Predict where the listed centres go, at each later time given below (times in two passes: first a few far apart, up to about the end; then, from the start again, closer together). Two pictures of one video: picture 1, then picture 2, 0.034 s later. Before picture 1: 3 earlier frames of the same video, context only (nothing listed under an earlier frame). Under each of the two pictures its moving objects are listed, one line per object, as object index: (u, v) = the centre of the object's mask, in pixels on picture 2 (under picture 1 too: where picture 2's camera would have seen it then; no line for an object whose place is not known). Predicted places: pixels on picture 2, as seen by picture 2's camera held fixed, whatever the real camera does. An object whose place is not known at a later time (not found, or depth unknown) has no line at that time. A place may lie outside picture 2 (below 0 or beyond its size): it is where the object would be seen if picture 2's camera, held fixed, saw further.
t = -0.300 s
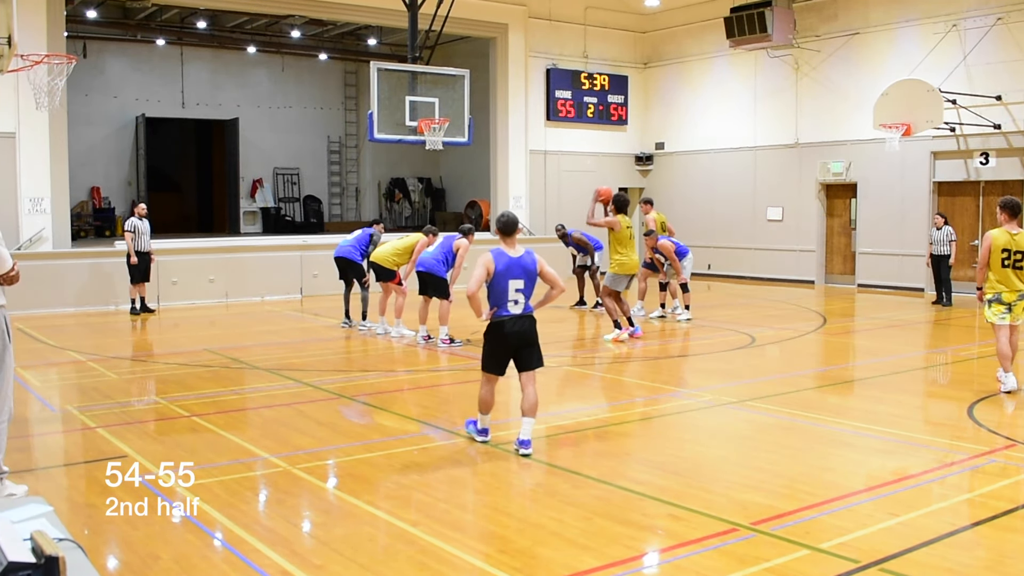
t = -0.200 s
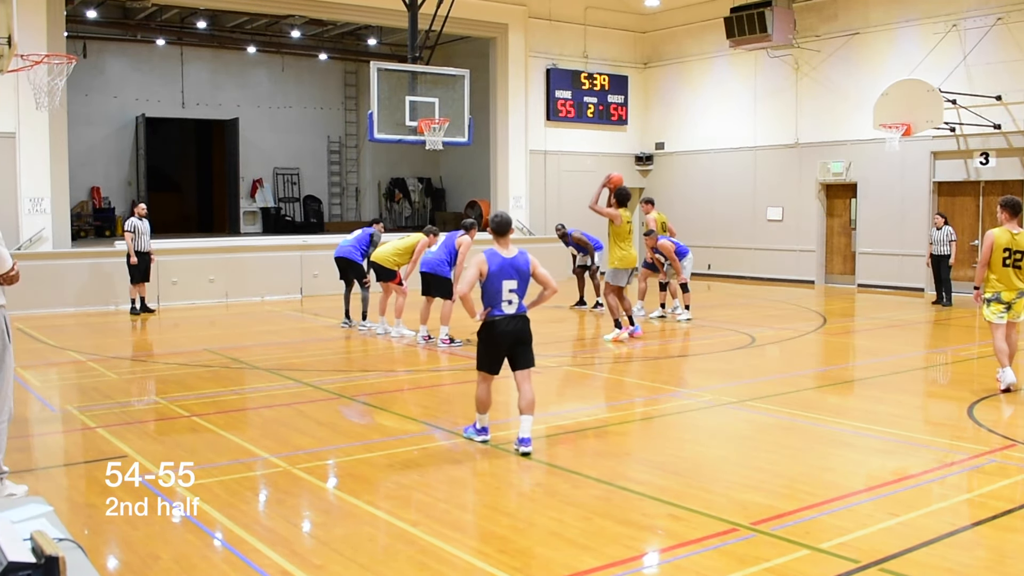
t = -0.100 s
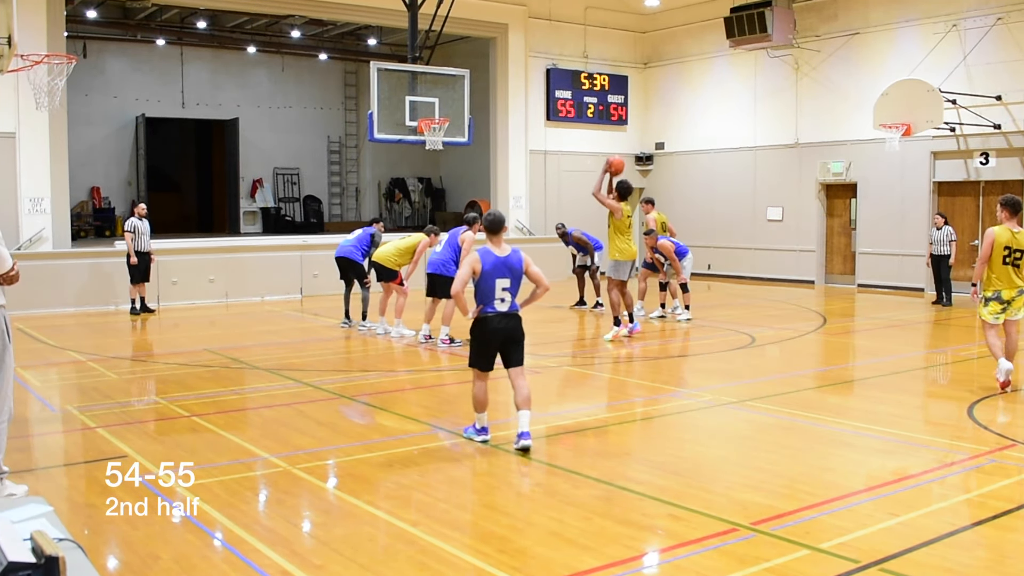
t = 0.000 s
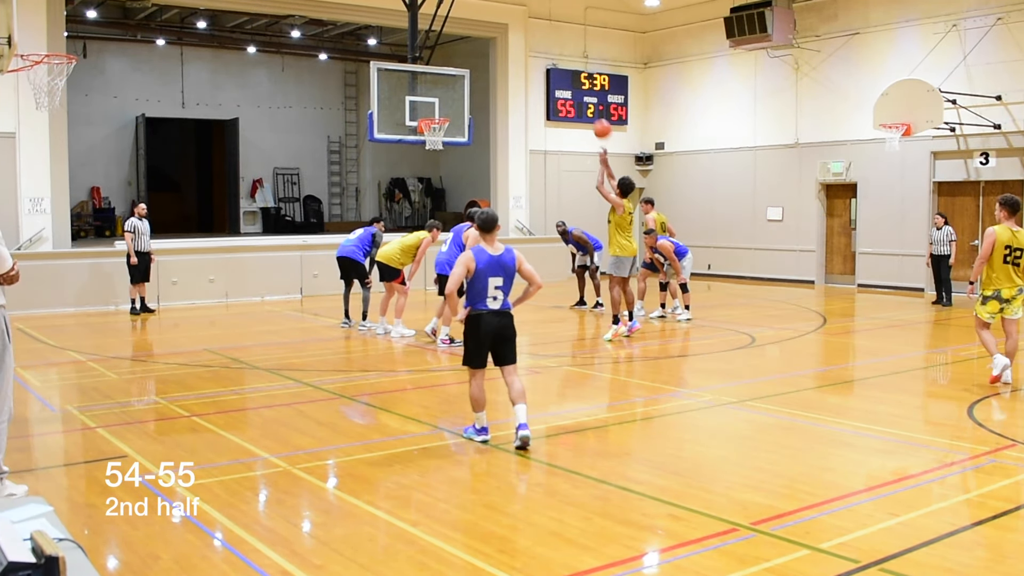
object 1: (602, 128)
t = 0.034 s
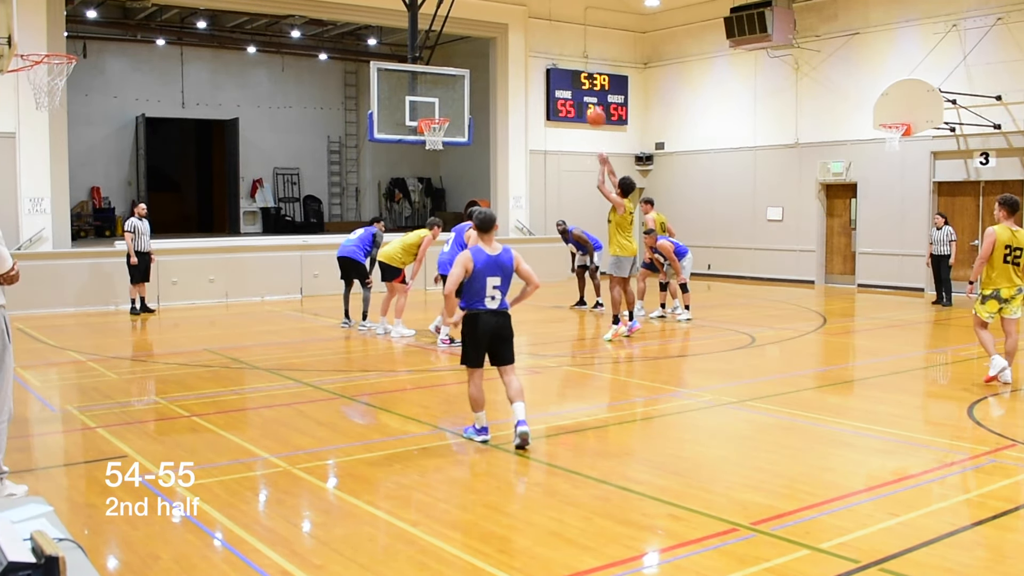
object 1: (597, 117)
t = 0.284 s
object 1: (547, 49)
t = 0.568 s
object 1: (501, 31)
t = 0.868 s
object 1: (458, 69)
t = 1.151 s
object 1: (426, 140)
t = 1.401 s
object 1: (435, 199)
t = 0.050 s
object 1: (592, 111)
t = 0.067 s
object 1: (589, 105)
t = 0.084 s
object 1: (585, 99)
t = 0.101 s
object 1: (581, 92)
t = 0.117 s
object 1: (578, 88)
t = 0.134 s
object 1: (575, 83)
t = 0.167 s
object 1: (569, 75)
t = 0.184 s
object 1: (566, 70)
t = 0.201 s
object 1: (563, 66)
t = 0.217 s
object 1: (560, 62)
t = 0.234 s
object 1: (556, 58)
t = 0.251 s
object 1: (554, 55)
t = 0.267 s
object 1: (550, 52)
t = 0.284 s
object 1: (547, 49)
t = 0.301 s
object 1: (544, 46)
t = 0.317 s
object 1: (541, 44)
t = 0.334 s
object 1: (538, 42)
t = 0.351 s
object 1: (535, 40)
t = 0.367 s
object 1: (532, 38)
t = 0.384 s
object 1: (530, 36)
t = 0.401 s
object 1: (527, 35)
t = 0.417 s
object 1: (524, 34)
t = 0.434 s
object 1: (521, 33)
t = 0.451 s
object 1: (518, 32)
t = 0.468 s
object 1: (516, 31)
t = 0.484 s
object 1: (513, 31)
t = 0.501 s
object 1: (510, 30)
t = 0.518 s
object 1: (508, 30)
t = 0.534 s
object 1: (505, 31)
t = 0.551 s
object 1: (502, 31)
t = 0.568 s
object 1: (501, 31)
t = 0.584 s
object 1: (498, 32)
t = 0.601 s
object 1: (495, 33)
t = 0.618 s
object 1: (493, 34)
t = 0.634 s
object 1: (490, 35)
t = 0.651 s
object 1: (487, 36)
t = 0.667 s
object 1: (485, 38)
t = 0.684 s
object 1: (483, 39)
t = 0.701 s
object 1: (480, 42)
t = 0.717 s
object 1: (478, 43)
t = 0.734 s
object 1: (476, 46)
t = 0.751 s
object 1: (473, 48)
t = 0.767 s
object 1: (471, 51)
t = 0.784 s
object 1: (469, 54)
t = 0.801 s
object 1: (466, 57)
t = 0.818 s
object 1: (464, 60)
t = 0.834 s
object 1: (462, 62)
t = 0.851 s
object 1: (460, 66)
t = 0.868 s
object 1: (458, 69)
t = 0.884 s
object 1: (455, 74)
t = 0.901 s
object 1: (453, 78)
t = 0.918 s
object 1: (451, 81)
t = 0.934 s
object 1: (449, 85)
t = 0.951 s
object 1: (447, 90)
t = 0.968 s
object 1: (445, 94)
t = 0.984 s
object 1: (443, 98)
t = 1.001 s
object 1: (441, 103)
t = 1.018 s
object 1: (439, 108)
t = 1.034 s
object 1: (436, 113)
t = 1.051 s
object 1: (434, 116)
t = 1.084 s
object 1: (430, 126)
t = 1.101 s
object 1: (428, 133)
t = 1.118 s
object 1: (427, 137)
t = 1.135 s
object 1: (426, 138)
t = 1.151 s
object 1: (426, 140)
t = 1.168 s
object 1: (426, 143)
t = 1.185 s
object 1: (427, 146)
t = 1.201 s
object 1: (427, 148)
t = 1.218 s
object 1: (428, 151)
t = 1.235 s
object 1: (429, 155)
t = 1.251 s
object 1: (429, 158)
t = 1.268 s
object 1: (430, 162)
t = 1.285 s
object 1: (431, 165)
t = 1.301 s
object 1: (432, 170)
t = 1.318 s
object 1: (432, 174)
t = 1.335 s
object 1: (433, 179)
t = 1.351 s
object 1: (434, 184)
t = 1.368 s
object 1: (434, 188)
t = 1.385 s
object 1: (435, 193)
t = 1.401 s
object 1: (435, 199)
